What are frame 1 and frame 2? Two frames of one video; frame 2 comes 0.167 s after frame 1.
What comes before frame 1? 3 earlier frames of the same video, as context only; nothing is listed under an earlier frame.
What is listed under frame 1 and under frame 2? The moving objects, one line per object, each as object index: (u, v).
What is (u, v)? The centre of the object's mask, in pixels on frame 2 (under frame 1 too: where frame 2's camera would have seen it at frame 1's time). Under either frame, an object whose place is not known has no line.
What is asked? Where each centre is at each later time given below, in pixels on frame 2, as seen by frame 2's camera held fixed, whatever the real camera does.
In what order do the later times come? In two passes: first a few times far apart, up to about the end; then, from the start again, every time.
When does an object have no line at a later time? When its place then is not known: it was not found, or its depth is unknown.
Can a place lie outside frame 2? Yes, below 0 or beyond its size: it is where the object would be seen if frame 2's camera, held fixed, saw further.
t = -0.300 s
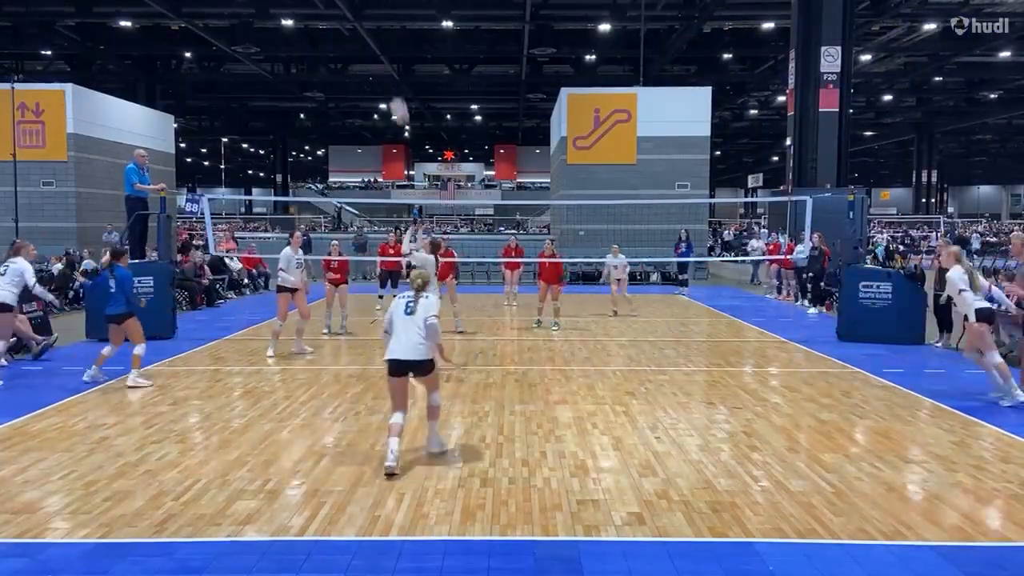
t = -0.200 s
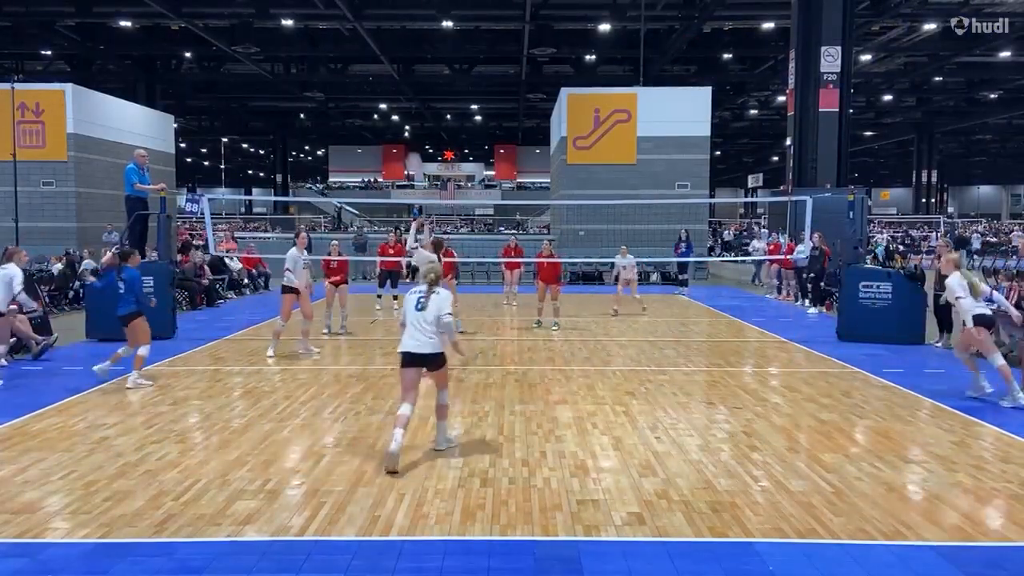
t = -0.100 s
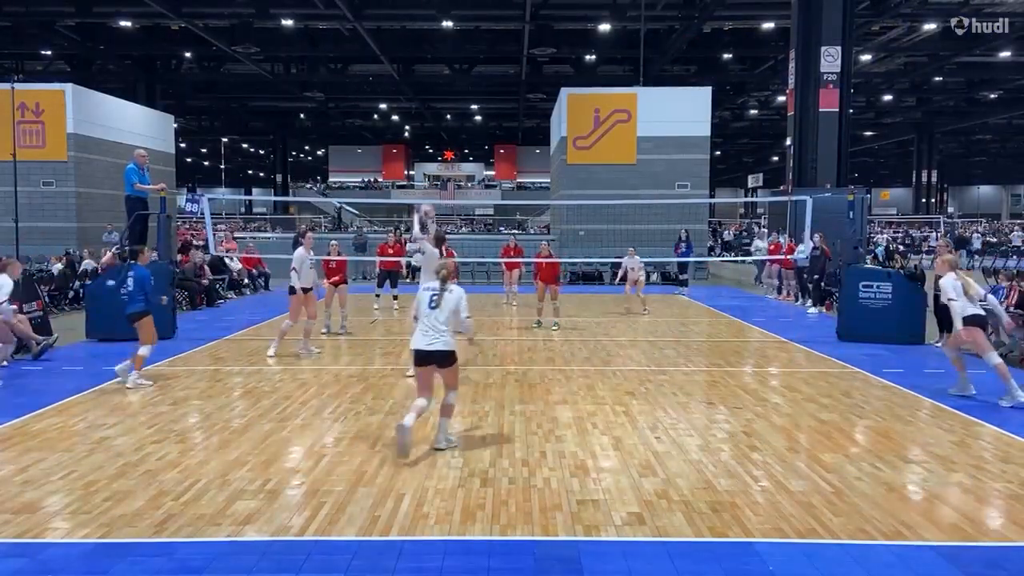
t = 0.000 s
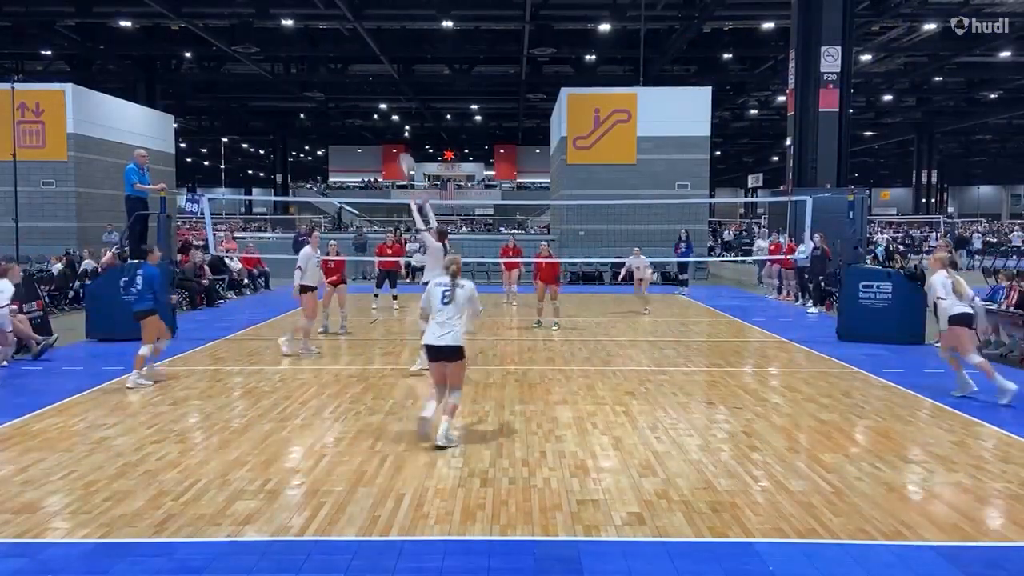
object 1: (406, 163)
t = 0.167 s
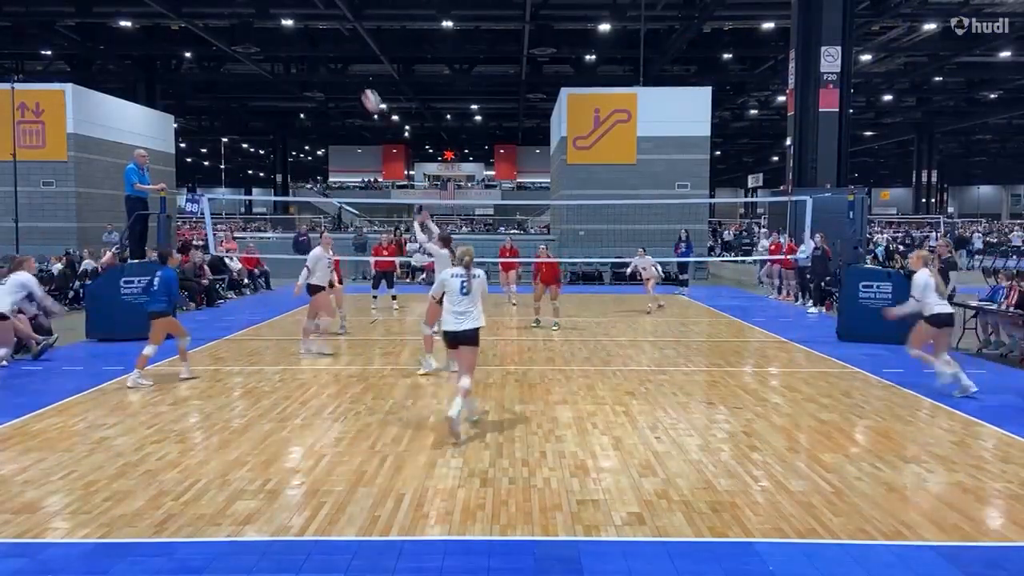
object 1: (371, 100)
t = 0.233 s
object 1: (358, 81)
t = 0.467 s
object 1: (314, 44)
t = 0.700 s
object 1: (276, 51)
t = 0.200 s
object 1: (364, 90)
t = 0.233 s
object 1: (358, 81)
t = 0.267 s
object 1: (351, 73)
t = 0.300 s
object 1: (345, 66)
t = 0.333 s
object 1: (339, 59)
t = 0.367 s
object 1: (333, 54)
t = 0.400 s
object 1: (327, 50)
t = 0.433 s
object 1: (321, 46)
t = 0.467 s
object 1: (314, 44)
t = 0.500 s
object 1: (309, 42)
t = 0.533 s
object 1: (303, 42)
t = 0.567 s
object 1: (297, 42)
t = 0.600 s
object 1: (292, 43)
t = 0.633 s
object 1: (287, 45)
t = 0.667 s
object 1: (281, 47)
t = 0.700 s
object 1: (276, 51)
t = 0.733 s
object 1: (270, 55)
